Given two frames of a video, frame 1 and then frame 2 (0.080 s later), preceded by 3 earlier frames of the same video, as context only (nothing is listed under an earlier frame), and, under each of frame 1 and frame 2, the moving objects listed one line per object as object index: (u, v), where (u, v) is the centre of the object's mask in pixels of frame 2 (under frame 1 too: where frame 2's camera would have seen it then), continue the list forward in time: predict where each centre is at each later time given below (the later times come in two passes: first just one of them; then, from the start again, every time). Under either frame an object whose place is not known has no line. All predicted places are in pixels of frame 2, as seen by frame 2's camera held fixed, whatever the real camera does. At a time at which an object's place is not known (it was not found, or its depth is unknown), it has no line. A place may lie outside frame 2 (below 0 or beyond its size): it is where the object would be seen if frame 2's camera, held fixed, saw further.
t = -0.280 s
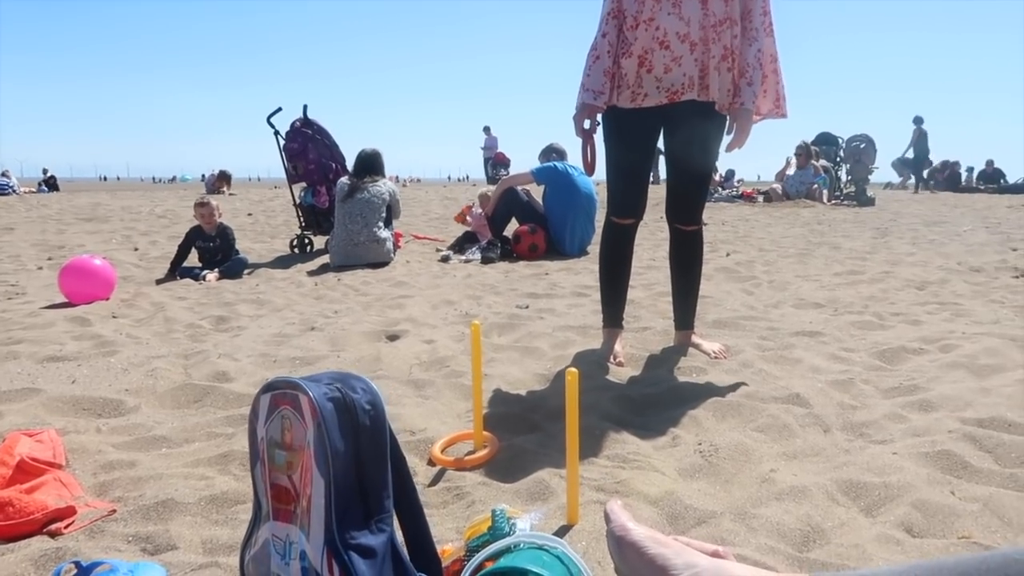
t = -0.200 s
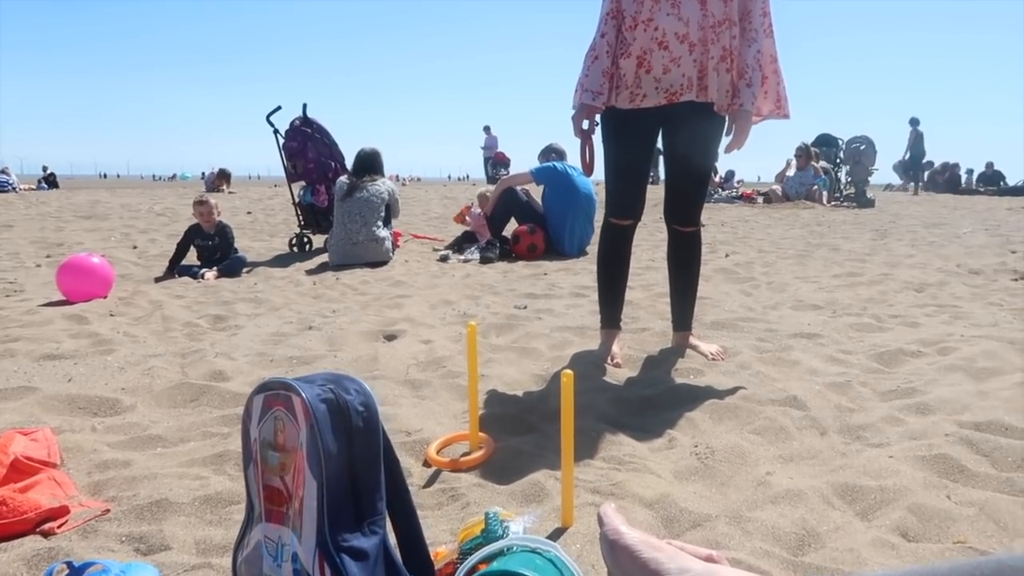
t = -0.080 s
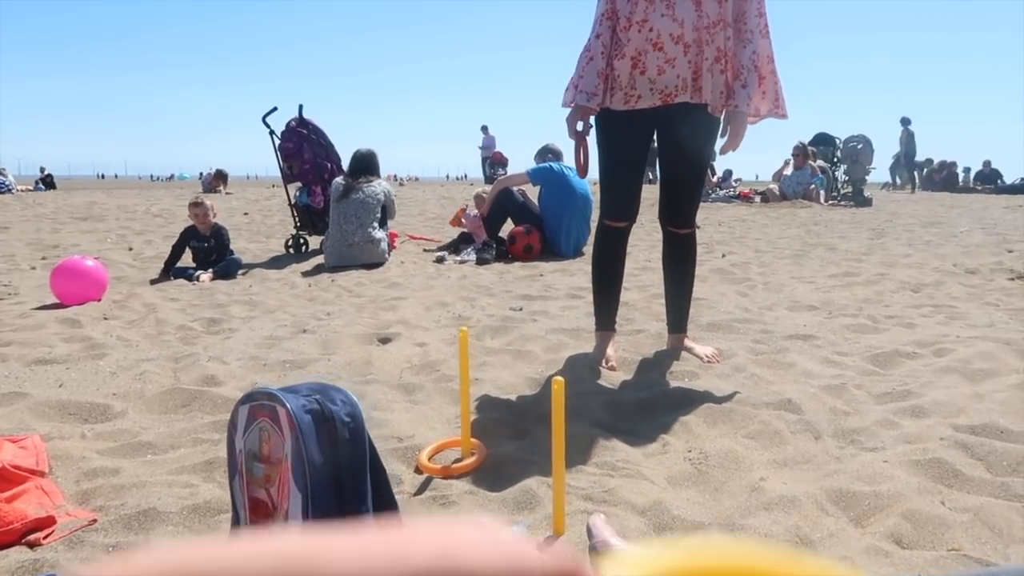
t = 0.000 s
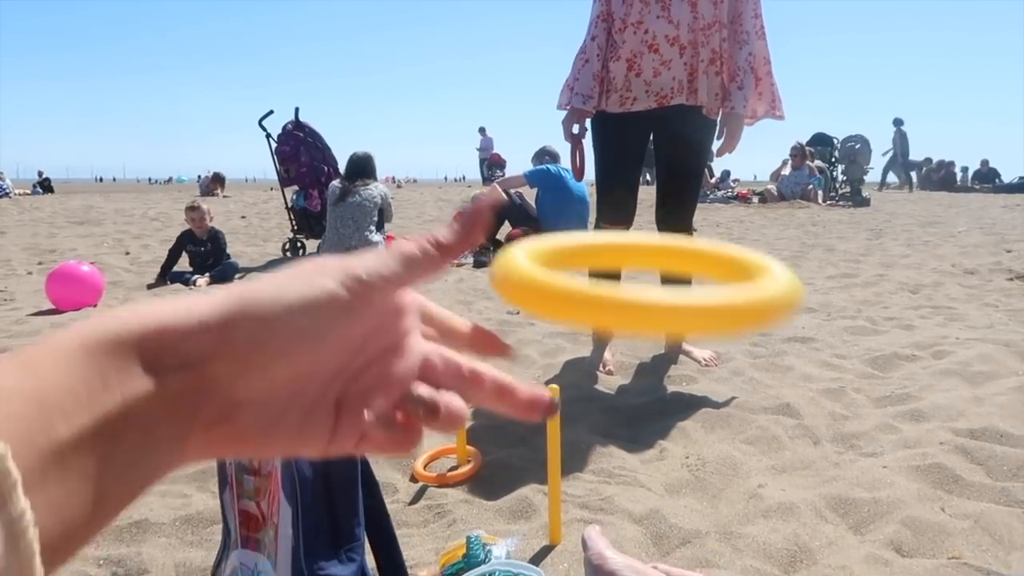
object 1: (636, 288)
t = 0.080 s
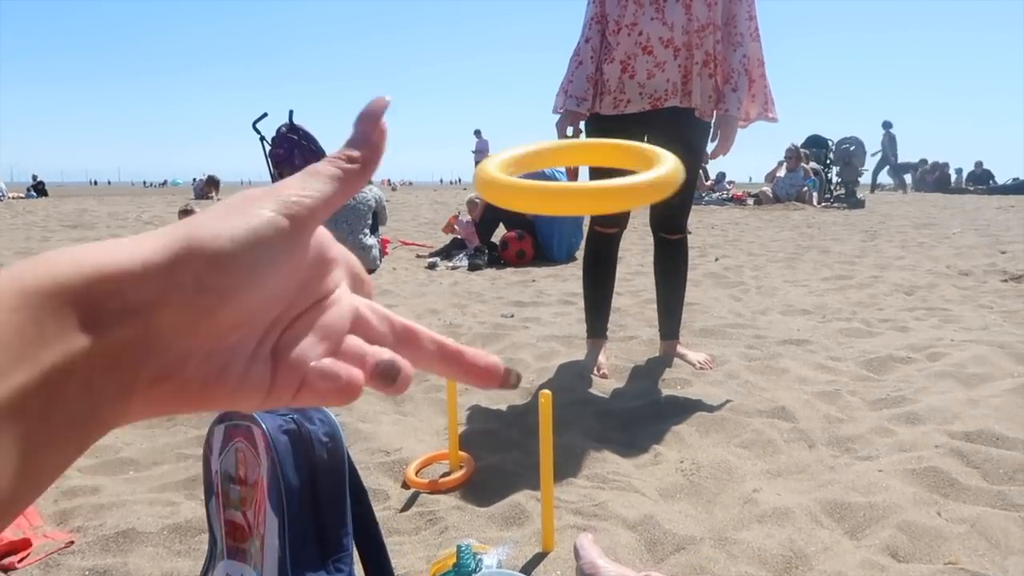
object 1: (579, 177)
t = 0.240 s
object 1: (542, 234)
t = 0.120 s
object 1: (562, 171)
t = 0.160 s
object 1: (551, 183)
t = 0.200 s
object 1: (546, 203)
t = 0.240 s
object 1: (542, 234)
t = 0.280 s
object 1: (541, 269)
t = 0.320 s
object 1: (540, 309)
